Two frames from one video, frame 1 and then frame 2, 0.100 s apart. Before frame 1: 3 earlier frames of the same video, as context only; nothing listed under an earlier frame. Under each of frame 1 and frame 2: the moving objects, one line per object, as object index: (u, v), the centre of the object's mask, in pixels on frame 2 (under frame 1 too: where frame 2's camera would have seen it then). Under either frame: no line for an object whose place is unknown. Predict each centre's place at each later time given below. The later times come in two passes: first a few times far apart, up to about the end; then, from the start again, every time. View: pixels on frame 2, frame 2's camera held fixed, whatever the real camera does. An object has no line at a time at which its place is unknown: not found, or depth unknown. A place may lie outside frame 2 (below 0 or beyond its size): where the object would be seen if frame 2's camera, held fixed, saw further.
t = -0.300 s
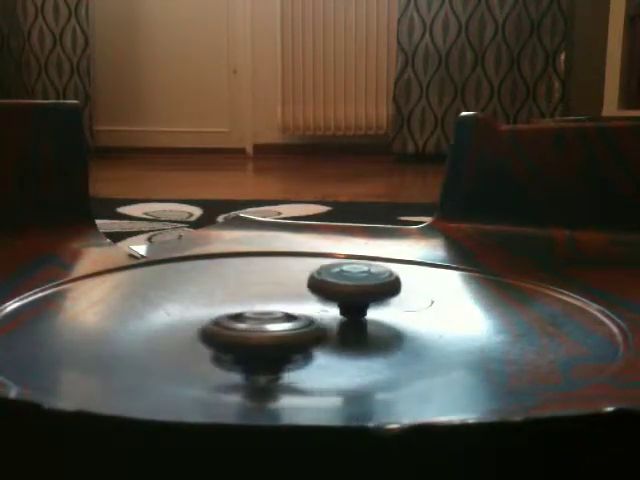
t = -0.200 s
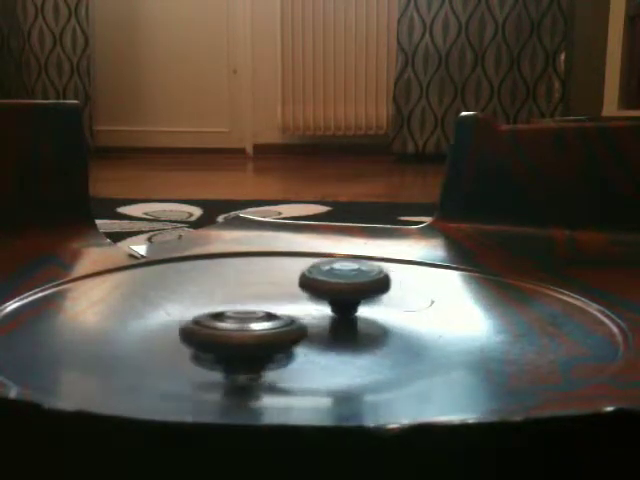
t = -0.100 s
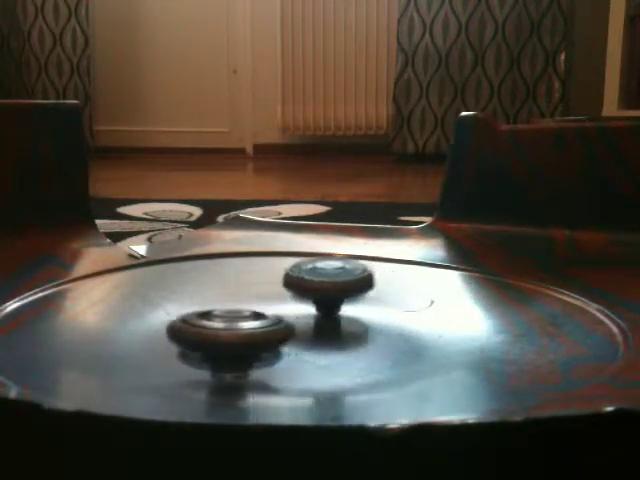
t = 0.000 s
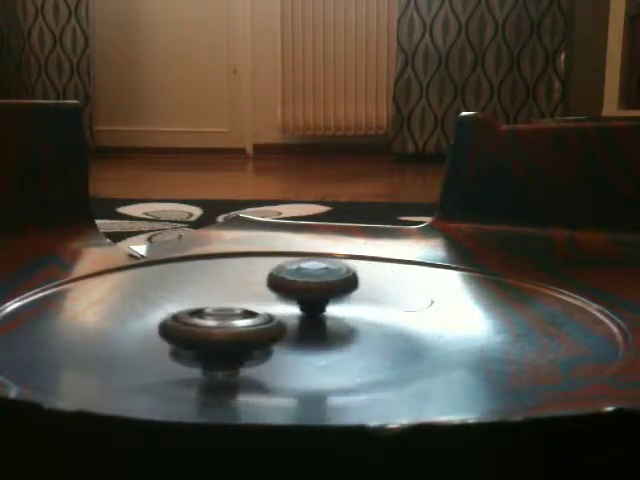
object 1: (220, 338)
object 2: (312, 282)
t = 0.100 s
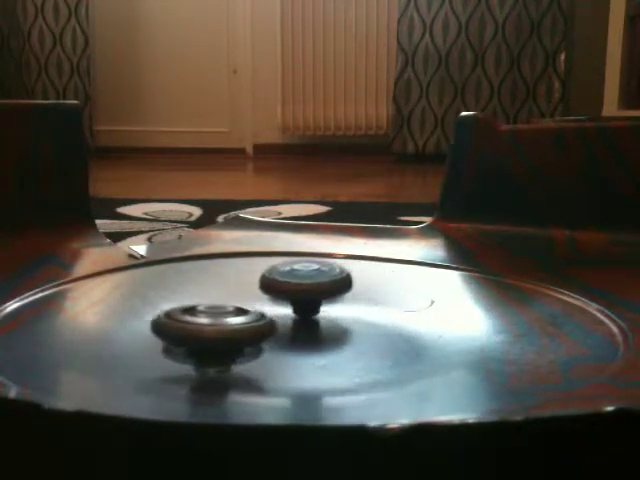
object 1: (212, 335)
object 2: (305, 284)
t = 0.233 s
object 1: (200, 330)
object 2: (311, 286)
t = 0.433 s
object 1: (189, 320)
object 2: (344, 291)
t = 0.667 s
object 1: (188, 312)
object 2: (386, 298)
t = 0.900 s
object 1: (200, 303)
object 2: (412, 300)
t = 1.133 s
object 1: (221, 296)
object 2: (409, 299)
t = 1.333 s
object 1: (244, 290)
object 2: (403, 300)
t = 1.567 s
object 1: (274, 287)
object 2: (410, 308)
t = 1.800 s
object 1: (304, 286)
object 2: (419, 317)
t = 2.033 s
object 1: (338, 287)
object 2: (422, 318)
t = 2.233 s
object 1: (357, 286)
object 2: (420, 317)
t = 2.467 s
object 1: (380, 283)
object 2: (412, 319)
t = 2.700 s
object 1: (373, 284)
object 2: (419, 328)
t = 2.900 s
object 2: (407, 327)
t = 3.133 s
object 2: (380, 332)
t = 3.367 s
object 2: (351, 341)
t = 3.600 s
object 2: (321, 339)
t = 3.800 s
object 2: (299, 339)
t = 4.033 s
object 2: (276, 336)
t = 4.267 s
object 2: (259, 332)
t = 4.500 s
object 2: (246, 324)
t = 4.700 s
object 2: (239, 318)
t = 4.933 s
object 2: (235, 311)
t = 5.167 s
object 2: (239, 303)
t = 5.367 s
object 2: (248, 294)
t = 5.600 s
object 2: (267, 283)
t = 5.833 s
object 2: (290, 277)
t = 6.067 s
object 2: (284, 277)
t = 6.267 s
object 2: (279, 283)
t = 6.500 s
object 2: (311, 285)
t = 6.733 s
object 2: (287, 278)
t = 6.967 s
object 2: (253, 287)
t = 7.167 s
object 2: (279, 290)
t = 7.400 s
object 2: (322, 292)
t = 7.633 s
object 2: (354, 287)
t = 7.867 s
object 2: (399, 293)
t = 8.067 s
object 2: (414, 301)
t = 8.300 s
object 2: (412, 300)
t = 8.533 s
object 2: (406, 302)
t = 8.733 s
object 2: (408, 306)
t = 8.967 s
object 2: (408, 311)
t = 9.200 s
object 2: (407, 315)
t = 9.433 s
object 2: (406, 318)
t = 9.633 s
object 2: (404, 320)
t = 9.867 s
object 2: (403, 321)
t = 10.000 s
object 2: (404, 322)
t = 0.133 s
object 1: (209, 334)
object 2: (305, 284)
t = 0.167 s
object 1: (206, 332)
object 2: (306, 285)
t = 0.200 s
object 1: (203, 331)
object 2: (308, 286)
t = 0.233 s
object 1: (200, 330)
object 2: (311, 286)
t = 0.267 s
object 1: (197, 328)
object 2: (316, 287)
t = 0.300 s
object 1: (195, 326)
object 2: (321, 287)
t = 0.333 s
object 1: (193, 325)
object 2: (326, 288)
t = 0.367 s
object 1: (191, 324)
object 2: (332, 289)
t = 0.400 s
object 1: (190, 322)
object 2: (338, 290)
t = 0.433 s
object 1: (189, 320)
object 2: (344, 291)
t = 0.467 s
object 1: (188, 319)
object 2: (350, 291)
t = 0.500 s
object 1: (188, 318)
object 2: (356, 292)
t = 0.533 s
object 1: (187, 317)
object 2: (362, 293)
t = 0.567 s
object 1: (187, 316)
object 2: (368, 294)
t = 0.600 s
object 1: (187, 314)
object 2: (374, 295)
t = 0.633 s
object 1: (188, 313)
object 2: (380, 296)
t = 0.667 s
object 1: (188, 312)
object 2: (386, 298)
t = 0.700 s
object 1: (190, 310)
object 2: (392, 298)
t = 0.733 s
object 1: (191, 309)
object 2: (398, 299)
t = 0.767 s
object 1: (193, 308)
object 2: (403, 300)
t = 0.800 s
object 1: (194, 307)
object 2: (406, 300)
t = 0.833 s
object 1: (196, 306)
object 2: (408, 300)
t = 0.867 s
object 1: (198, 304)
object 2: (410, 301)
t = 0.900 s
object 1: (200, 303)
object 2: (412, 300)
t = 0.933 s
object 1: (203, 302)
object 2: (413, 300)
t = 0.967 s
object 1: (205, 301)
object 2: (413, 300)
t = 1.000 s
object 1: (208, 299)
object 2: (413, 300)
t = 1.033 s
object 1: (211, 298)
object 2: (412, 299)
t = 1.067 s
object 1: (214, 297)
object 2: (411, 299)
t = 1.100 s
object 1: (218, 296)
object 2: (410, 299)
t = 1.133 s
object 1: (221, 296)
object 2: (409, 299)
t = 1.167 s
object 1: (224, 295)
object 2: (408, 299)
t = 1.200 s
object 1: (228, 294)
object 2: (406, 299)
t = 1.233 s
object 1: (232, 294)
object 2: (405, 299)
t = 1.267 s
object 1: (236, 292)
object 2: (404, 299)
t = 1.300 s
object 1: (240, 292)
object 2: (403, 299)
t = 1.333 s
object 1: (244, 290)
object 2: (403, 300)
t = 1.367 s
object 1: (249, 290)
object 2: (403, 301)
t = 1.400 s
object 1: (253, 289)
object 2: (403, 302)
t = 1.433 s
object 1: (257, 289)
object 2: (404, 303)
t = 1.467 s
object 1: (261, 289)
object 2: (405, 304)
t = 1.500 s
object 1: (266, 288)
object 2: (407, 306)
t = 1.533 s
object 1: (270, 288)
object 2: (408, 307)
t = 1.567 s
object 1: (274, 287)
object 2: (410, 308)
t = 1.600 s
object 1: (279, 287)
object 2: (411, 309)
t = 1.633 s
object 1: (283, 287)
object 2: (412, 311)
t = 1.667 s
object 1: (287, 286)
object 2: (413, 312)
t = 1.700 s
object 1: (291, 286)
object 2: (414, 313)
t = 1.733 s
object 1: (295, 286)
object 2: (416, 315)
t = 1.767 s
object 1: (299, 286)
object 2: (417, 316)
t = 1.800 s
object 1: (304, 286)
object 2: (419, 317)
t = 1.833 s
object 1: (309, 286)
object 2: (420, 318)
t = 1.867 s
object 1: (314, 286)
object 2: (421, 318)
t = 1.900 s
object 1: (319, 286)
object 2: (421, 318)
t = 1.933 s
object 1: (324, 286)
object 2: (422, 318)
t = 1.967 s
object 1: (329, 286)
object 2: (422, 318)
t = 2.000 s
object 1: (333, 286)
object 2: (422, 318)
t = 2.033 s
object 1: (338, 287)
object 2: (422, 318)
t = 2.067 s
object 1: (341, 286)
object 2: (422, 318)
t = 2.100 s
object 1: (345, 287)
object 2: (422, 318)
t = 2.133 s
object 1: (348, 287)
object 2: (422, 318)
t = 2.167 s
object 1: (351, 287)
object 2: (421, 318)
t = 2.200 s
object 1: (354, 286)
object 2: (421, 317)
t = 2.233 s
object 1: (357, 286)
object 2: (420, 317)
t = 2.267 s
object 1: (361, 285)
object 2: (419, 317)
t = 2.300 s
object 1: (364, 284)
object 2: (418, 318)
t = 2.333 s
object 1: (367, 283)
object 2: (416, 318)
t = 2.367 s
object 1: (371, 283)
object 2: (415, 318)
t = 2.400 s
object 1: (374, 282)
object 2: (414, 318)
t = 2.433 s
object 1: (377, 283)
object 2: (413, 319)
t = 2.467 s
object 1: (380, 283)
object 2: (412, 319)
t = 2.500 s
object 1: (383, 282)
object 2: (412, 320)
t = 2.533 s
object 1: (386, 282)
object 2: (414, 326)
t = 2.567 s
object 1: (384, 283)
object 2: (416, 327)
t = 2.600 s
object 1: (382, 283)
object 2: (416, 328)
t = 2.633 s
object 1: (379, 283)
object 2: (418, 328)
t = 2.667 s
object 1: (376, 284)
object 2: (419, 328)
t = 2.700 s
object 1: (373, 284)
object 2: (419, 328)
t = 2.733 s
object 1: (371, 284)
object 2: (419, 328)
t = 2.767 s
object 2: (418, 327)
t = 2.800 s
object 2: (416, 327)
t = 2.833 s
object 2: (413, 327)
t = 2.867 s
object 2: (411, 326)
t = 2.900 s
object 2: (407, 327)
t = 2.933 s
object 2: (404, 328)
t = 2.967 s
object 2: (400, 328)
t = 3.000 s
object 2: (397, 328)
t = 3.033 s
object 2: (393, 331)
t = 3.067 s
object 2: (389, 329)
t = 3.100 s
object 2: (385, 330)
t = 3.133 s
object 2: (380, 332)
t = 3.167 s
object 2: (377, 333)
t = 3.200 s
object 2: (372, 340)
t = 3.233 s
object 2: (368, 341)
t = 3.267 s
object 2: (364, 340)
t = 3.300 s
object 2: (360, 340)
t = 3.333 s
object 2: (356, 340)
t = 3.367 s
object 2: (351, 341)
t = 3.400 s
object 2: (347, 338)
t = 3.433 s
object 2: (343, 338)
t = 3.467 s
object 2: (338, 339)
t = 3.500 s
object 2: (334, 339)
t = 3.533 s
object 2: (330, 339)
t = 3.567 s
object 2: (326, 339)
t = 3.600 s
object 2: (321, 339)
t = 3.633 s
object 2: (318, 339)
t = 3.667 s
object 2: (313, 339)
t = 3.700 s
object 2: (309, 339)
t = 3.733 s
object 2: (306, 339)
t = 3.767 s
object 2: (302, 339)
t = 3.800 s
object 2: (299, 339)
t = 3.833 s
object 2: (295, 338)
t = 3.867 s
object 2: (291, 338)
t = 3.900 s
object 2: (288, 338)
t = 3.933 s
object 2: (285, 337)
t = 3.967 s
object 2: (282, 337)
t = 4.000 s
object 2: (278, 337)
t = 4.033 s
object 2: (276, 336)
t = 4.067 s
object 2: (272, 336)
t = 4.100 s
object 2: (270, 336)
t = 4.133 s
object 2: (267, 335)
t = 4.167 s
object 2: (265, 334)
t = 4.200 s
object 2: (263, 333)
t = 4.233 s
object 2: (261, 333)
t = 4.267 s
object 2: (259, 332)
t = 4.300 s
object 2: (257, 330)
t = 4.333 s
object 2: (255, 329)
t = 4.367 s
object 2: (253, 328)
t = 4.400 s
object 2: (251, 327)
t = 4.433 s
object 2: (250, 326)
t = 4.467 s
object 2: (248, 325)
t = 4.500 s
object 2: (246, 324)
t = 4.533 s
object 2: (245, 323)
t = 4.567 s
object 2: (244, 322)
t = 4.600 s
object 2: (242, 322)
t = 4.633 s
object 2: (241, 320)
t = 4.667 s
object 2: (240, 319)
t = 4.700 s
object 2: (239, 318)
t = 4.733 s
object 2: (238, 318)
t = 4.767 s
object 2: (237, 317)
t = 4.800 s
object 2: (236, 315)
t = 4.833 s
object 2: (236, 314)
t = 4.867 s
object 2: (235, 313)
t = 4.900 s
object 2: (235, 312)
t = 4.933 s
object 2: (235, 311)
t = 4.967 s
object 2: (235, 310)
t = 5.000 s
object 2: (236, 309)
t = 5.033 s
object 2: (236, 308)
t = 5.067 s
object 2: (237, 307)
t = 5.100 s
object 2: (238, 306)
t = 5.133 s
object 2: (238, 305)
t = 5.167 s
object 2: (239, 303)
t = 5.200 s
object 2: (240, 302)
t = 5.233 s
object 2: (242, 300)
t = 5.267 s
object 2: (243, 299)
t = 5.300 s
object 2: (245, 298)
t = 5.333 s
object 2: (246, 296)
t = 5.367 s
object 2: (248, 294)
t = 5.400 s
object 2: (250, 293)
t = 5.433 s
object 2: (252, 291)
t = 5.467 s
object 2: (255, 289)
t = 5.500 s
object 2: (258, 287)
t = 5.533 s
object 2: (261, 286)
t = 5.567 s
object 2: (264, 285)
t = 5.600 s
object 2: (267, 283)
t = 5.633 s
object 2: (270, 282)
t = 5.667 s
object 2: (274, 281)
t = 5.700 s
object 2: (277, 281)
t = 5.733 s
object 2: (280, 280)
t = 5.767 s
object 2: (284, 279)
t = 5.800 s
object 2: (288, 278)
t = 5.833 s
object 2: (290, 277)
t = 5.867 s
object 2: (292, 276)
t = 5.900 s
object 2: (293, 276)
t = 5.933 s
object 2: (292, 276)
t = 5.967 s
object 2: (291, 276)
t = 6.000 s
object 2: (288, 276)
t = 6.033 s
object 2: (286, 276)
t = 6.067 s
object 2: (284, 277)
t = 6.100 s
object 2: (281, 278)
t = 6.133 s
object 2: (279, 279)
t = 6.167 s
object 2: (278, 281)
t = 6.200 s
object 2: (277, 282)
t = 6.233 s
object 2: (278, 283)
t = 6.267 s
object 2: (279, 283)
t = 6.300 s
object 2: (282, 284)
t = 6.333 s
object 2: (286, 284)
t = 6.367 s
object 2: (290, 285)
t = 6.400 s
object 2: (295, 285)
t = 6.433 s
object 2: (300, 285)
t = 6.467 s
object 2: (306, 285)
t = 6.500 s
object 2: (311, 285)
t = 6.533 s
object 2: (317, 285)
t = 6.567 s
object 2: (319, 282)
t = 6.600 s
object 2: (315, 279)
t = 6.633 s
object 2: (309, 278)
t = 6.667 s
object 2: (302, 278)
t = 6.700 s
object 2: (294, 278)
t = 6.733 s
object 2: (287, 278)
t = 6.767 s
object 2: (279, 279)
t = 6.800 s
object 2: (272, 280)
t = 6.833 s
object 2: (265, 281)
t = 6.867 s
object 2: (260, 283)
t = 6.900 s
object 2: (256, 285)
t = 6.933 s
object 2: (253, 286)
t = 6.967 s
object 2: (253, 287)
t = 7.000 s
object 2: (254, 287)
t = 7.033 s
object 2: (257, 288)
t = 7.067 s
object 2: (262, 289)
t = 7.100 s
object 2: (267, 289)
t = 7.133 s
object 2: (273, 289)
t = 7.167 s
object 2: (279, 290)
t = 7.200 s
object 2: (285, 290)
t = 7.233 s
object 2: (291, 290)
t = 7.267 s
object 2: (298, 290)
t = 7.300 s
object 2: (304, 291)
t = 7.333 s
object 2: (311, 291)
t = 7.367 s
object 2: (317, 292)
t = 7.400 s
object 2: (322, 292)
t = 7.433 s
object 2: (326, 292)
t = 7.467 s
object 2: (330, 292)
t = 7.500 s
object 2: (335, 292)
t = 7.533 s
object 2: (339, 291)
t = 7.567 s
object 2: (343, 289)
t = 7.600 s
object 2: (348, 287)
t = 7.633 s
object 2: (354, 287)
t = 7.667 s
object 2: (360, 287)
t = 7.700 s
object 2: (366, 287)
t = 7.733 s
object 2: (373, 288)
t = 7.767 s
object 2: (380, 289)
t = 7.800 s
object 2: (387, 290)
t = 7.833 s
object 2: (394, 291)
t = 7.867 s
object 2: (399, 293)
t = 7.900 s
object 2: (404, 294)
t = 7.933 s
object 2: (408, 298)
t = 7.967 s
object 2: (410, 300)
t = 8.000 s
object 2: (411, 301)
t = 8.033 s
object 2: (412, 301)
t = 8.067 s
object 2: (414, 301)
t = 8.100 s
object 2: (415, 301)
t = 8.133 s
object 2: (415, 301)
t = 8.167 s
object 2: (415, 301)
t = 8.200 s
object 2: (415, 301)
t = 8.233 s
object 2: (414, 300)
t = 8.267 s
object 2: (413, 300)
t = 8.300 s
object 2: (412, 300)
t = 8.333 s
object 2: (411, 300)
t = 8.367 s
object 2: (410, 300)
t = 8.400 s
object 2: (409, 300)
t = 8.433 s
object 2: (408, 300)
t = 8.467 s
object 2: (407, 301)
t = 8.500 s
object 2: (406, 301)
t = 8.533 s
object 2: (406, 302)
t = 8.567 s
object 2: (406, 303)
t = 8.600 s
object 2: (407, 303)
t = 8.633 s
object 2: (407, 304)
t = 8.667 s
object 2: (407, 305)
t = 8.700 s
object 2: (408, 305)
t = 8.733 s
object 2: (408, 306)
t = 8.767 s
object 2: (408, 307)
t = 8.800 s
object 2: (408, 307)
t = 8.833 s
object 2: (408, 308)
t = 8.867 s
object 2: (408, 308)
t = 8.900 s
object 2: (408, 309)
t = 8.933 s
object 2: (408, 310)
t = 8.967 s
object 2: (408, 311)
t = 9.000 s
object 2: (408, 311)
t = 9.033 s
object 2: (408, 312)
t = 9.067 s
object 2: (408, 313)
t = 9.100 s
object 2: (408, 313)
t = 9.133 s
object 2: (408, 314)
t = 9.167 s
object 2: (408, 315)
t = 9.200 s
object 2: (407, 315)
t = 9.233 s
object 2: (407, 316)
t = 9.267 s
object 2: (407, 316)
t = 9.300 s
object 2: (407, 317)
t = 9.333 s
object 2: (407, 317)
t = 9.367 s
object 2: (406, 318)
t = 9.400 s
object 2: (406, 318)
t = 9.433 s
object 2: (406, 318)
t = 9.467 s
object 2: (405, 319)
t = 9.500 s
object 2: (405, 319)
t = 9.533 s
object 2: (405, 319)
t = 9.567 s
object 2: (405, 320)
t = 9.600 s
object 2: (404, 320)
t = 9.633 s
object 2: (404, 320)
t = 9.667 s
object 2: (404, 320)
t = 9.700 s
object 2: (403, 320)
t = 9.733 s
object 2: (403, 320)
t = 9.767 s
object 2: (403, 321)
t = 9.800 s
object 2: (403, 321)
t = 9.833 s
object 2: (403, 321)
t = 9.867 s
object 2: (403, 321)
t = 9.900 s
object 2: (403, 321)
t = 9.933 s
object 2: (403, 321)
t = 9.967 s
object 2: (404, 321)
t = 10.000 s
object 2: (404, 322)
